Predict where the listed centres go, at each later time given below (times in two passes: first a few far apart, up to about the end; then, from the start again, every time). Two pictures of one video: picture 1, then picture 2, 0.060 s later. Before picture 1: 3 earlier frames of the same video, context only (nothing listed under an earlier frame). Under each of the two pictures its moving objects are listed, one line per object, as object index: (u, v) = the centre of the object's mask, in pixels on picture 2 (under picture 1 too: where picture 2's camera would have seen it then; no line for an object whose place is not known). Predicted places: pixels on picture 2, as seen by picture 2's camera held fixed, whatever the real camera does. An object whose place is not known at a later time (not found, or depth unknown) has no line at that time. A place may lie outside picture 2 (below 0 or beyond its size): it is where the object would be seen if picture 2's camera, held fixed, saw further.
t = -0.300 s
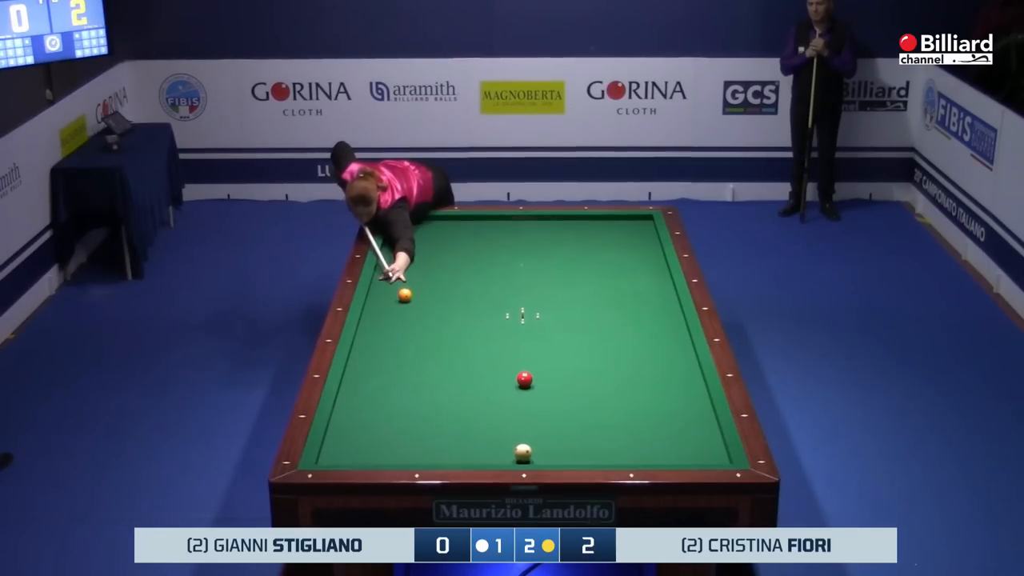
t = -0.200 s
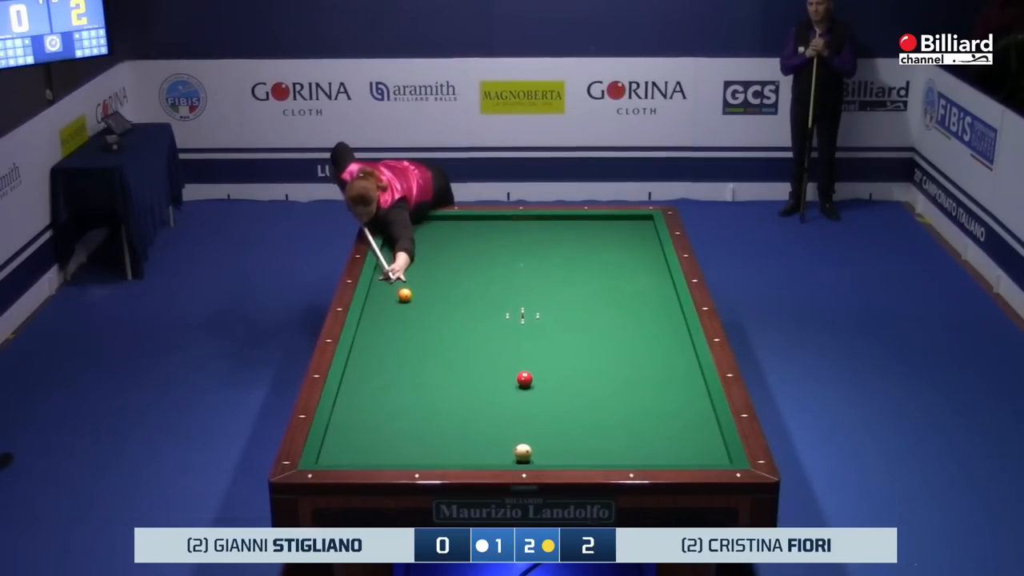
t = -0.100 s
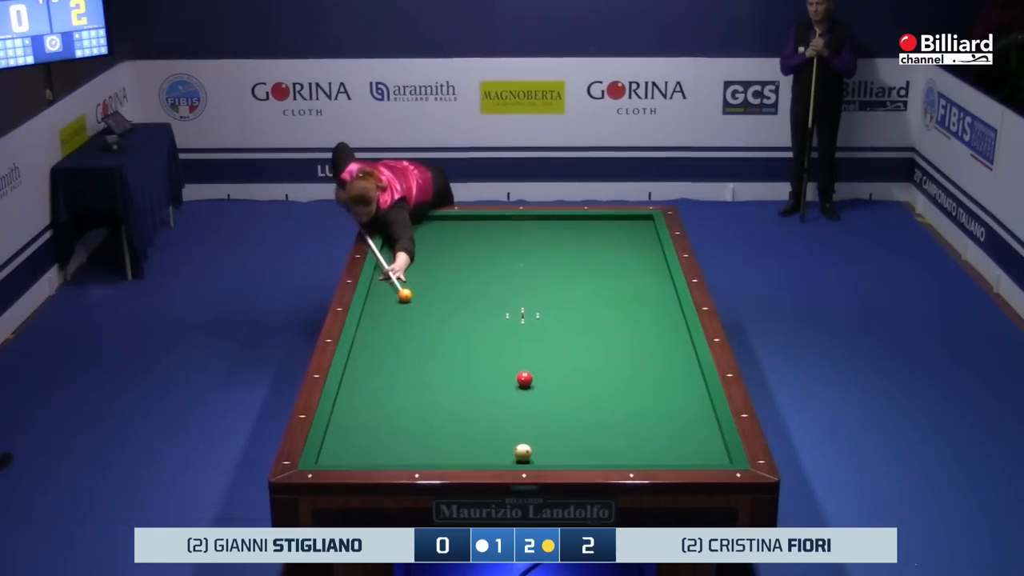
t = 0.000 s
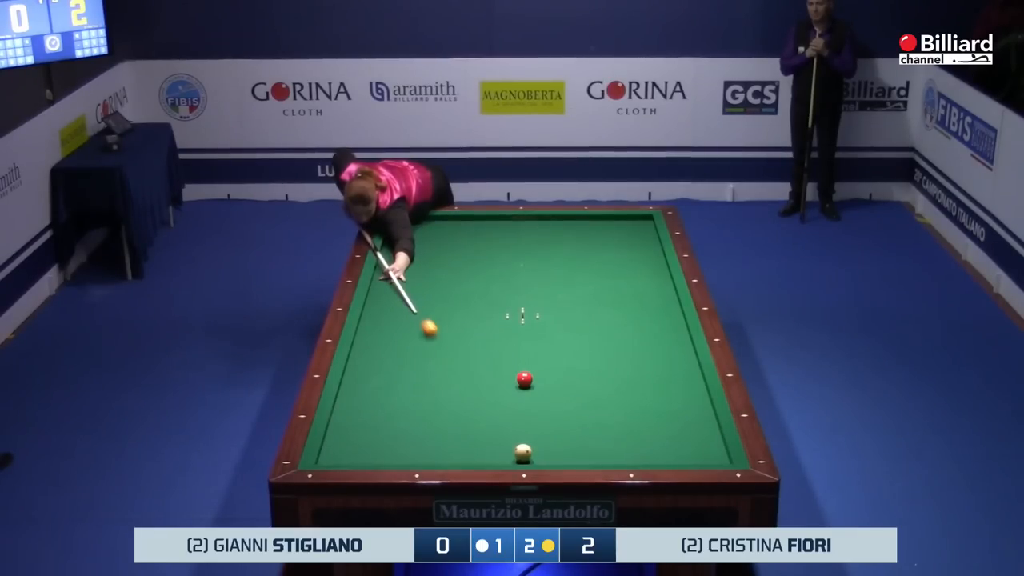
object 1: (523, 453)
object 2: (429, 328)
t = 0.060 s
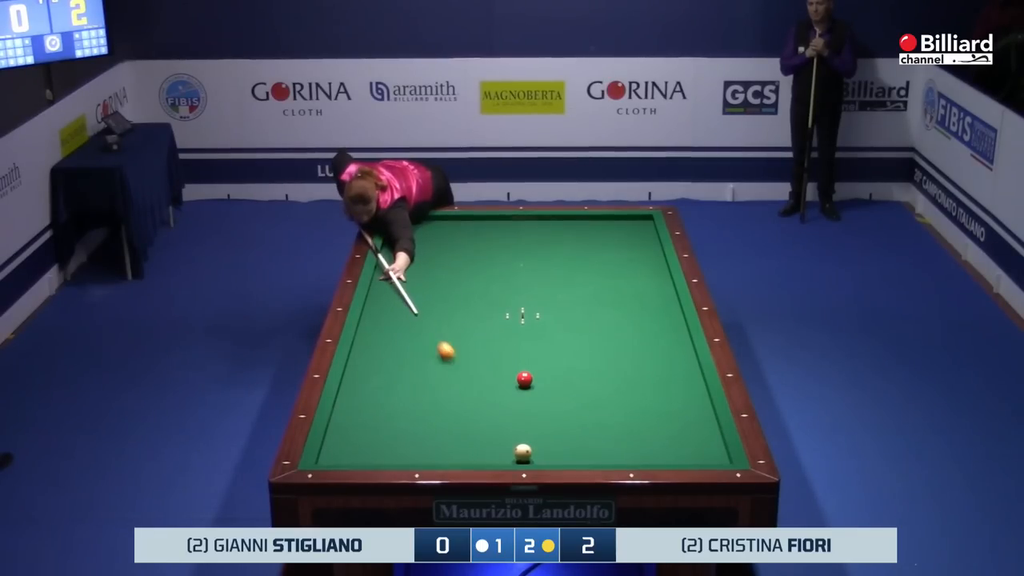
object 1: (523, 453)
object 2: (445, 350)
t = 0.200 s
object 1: (523, 453)
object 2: (489, 410)
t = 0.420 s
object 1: (560, 422)
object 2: (499, 451)
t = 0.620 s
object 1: (591, 369)
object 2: (482, 457)
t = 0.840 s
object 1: (615, 327)
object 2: (465, 458)
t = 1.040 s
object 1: (633, 297)
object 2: (452, 456)
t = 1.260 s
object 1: (650, 267)
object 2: (438, 454)
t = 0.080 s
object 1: (523, 453)
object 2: (451, 359)
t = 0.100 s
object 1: (523, 453)
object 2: (457, 367)
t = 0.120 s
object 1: (523, 453)
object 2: (463, 375)
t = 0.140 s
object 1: (523, 453)
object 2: (469, 384)
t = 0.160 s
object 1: (523, 453)
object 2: (476, 392)
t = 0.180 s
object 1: (523, 453)
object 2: (482, 401)
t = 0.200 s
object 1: (523, 453)
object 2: (489, 410)
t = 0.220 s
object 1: (523, 453)
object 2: (495, 420)
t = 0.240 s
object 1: (523, 453)
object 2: (502, 429)
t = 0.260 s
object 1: (523, 453)
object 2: (509, 438)
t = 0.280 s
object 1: (526, 455)
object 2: (512, 445)
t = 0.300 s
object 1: (536, 458)
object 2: (511, 447)
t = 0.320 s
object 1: (540, 455)
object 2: (509, 448)
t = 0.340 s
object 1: (544, 448)
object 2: (507, 448)
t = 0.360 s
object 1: (548, 441)
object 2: (505, 449)
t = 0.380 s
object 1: (552, 435)
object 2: (503, 450)
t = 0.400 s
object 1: (556, 428)
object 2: (501, 450)
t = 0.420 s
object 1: (560, 422)
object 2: (499, 451)
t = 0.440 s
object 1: (563, 416)
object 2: (498, 452)
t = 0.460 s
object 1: (567, 410)
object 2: (496, 453)
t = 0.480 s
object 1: (570, 404)
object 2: (494, 453)
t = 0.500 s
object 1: (574, 399)
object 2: (492, 454)
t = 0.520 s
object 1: (576, 393)
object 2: (491, 455)
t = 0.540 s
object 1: (579, 388)
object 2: (489, 455)
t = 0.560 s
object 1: (582, 383)
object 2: (487, 455)
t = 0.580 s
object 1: (585, 378)
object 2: (486, 456)
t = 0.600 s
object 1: (588, 374)
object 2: (484, 456)
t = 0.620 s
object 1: (591, 369)
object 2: (482, 457)
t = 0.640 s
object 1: (593, 365)
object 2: (480, 457)
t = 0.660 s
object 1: (596, 360)
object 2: (479, 458)
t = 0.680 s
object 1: (598, 356)
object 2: (477, 458)
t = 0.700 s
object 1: (601, 352)
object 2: (475, 459)
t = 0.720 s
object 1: (603, 348)
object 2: (473, 459)
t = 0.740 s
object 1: (605, 345)
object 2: (472, 459)
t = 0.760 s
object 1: (607, 341)
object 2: (470, 459)
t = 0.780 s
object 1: (609, 337)
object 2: (469, 459)
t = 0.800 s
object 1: (611, 334)
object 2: (468, 458)
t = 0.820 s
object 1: (613, 331)
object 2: (466, 458)
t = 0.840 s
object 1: (615, 327)
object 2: (465, 458)
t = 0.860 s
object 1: (617, 324)
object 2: (464, 458)
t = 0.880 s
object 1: (619, 321)
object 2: (462, 458)
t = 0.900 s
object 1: (621, 318)
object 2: (461, 457)
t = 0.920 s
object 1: (623, 315)
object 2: (460, 457)
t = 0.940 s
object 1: (624, 312)
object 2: (458, 457)
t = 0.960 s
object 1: (626, 309)
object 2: (457, 457)
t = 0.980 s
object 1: (628, 306)
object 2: (456, 456)
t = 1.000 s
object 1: (630, 303)
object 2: (454, 456)
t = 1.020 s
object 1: (631, 300)
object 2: (453, 456)
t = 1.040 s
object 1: (633, 297)
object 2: (452, 456)
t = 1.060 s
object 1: (635, 294)
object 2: (450, 456)
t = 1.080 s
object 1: (636, 291)
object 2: (449, 455)
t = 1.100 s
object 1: (638, 289)
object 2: (448, 455)
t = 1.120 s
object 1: (640, 286)
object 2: (446, 455)
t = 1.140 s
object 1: (641, 283)
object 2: (445, 455)
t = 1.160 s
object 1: (643, 280)
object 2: (444, 455)
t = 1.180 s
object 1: (644, 278)
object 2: (442, 455)
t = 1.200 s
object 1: (646, 275)
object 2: (442, 454)
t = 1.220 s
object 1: (647, 273)
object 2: (440, 454)
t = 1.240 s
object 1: (649, 270)
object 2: (439, 454)
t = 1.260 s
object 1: (650, 267)
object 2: (438, 454)
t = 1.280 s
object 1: (652, 265)
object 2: (437, 453)
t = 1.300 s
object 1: (653, 262)
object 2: (435, 453)
